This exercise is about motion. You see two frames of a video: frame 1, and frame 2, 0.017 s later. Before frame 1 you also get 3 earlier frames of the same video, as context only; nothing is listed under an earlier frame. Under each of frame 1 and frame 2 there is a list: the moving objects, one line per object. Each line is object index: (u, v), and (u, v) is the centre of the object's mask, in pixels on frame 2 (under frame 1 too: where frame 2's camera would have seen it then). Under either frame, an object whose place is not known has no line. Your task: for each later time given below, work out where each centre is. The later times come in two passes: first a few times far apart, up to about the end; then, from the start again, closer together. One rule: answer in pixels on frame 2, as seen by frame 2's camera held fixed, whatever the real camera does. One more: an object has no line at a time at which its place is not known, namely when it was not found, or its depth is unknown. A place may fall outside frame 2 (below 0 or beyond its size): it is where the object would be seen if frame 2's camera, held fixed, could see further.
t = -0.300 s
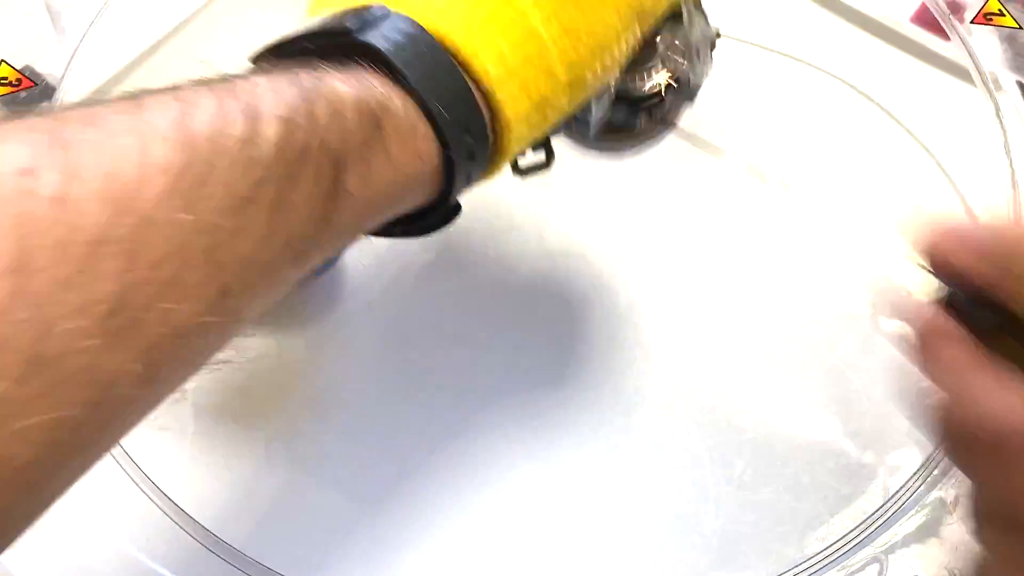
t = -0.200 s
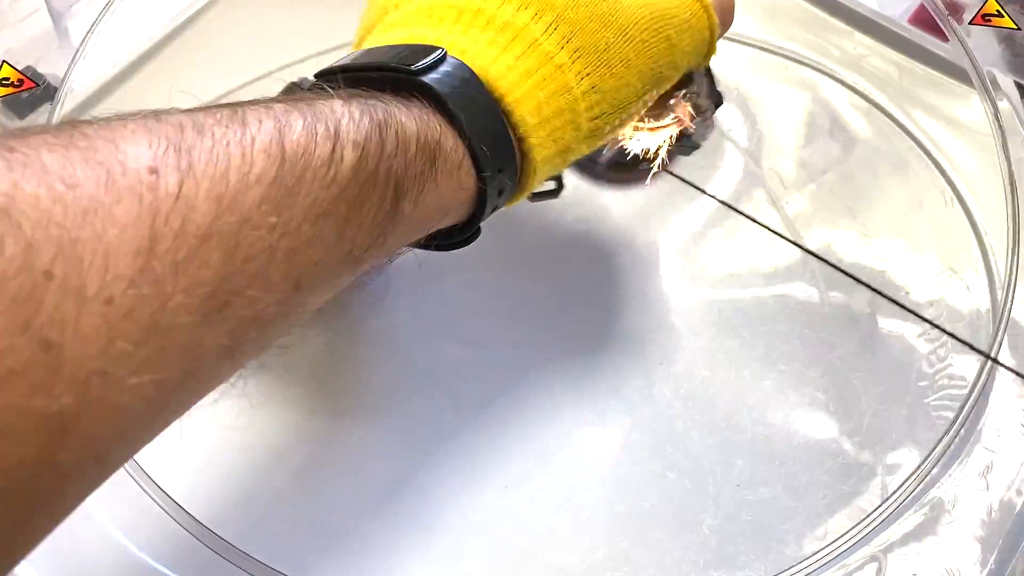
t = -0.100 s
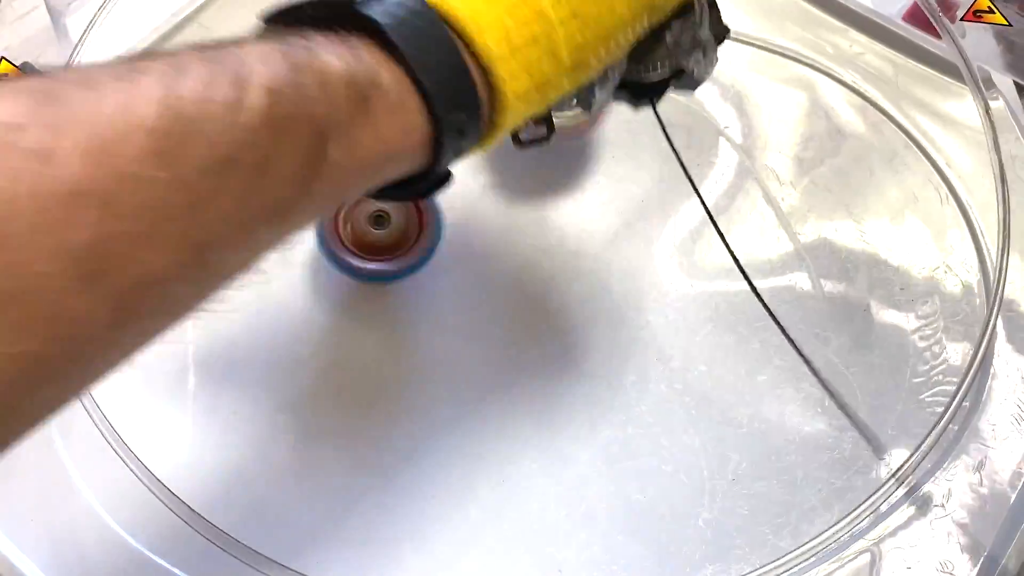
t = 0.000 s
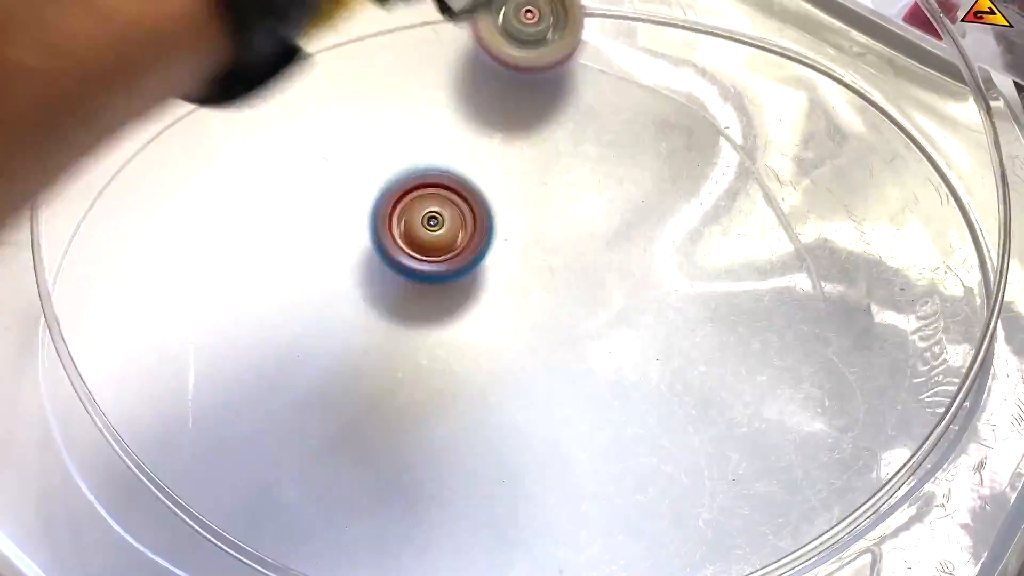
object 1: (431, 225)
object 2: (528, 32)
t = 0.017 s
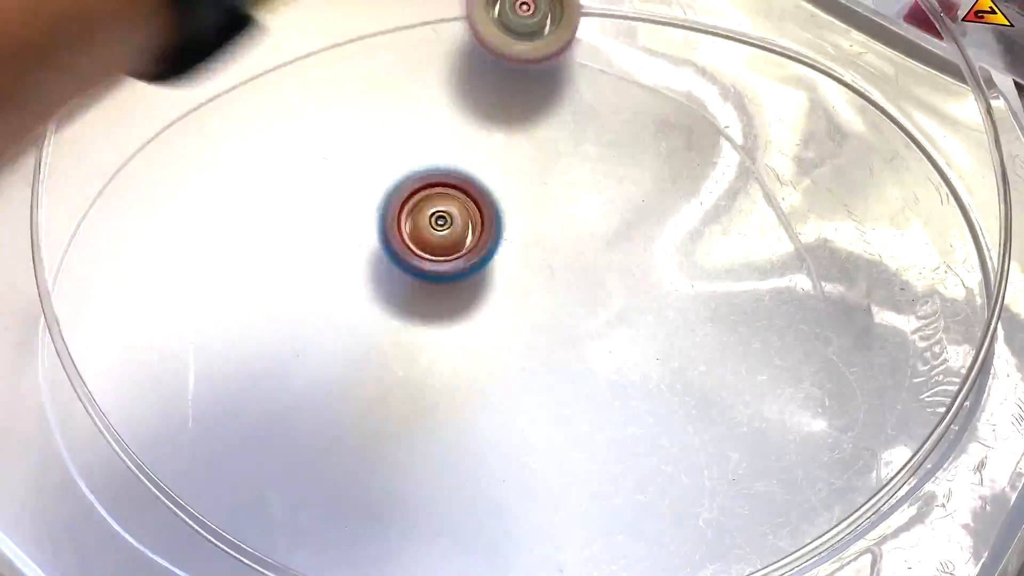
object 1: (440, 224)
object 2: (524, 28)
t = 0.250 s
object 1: (548, 216)
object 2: (477, 45)
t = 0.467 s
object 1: (642, 214)
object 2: (504, 163)
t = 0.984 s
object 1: (944, 208)
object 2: (808, 266)
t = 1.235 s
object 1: (987, 170)
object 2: (834, 171)
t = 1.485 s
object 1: (985, 164)
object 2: (722, 119)
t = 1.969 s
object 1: (884, 282)
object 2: (498, 430)
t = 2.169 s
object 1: (831, 336)
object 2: (603, 457)
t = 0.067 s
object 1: (464, 225)
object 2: (514, 21)
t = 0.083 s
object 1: (473, 225)
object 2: (511, 18)
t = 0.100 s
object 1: (481, 225)
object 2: (508, 17)
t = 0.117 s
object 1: (489, 225)
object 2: (504, 19)
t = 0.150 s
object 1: (505, 225)
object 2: (496, 23)
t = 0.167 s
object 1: (512, 224)
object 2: (492, 25)
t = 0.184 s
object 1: (520, 222)
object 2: (488, 29)
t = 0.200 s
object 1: (527, 221)
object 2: (485, 32)
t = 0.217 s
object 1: (534, 220)
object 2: (483, 36)
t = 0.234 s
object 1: (541, 217)
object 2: (480, 40)
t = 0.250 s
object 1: (548, 216)
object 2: (477, 45)
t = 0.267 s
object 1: (554, 214)
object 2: (476, 51)
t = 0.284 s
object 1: (561, 211)
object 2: (475, 59)
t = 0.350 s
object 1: (585, 204)
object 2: (479, 99)
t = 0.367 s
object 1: (590, 203)
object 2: (481, 111)
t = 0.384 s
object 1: (596, 201)
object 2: (486, 123)
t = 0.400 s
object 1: (604, 202)
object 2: (490, 133)
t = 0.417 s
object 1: (614, 206)
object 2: (492, 140)
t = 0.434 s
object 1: (623, 209)
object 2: (495, 149)
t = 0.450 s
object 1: (633, 211)
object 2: (500, 157)
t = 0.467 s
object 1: (642, 214)
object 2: (504, 163)
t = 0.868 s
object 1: (895, 224)
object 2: (718, 293)
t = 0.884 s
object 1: (904, 222)
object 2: (732, 291)
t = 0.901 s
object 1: (914, 220)
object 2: (748, 285)
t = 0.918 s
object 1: (922, 219)
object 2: (761, 283)
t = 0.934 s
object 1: (931, 216)
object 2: (774, 284)
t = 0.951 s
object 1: (937, 214)
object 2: (783, 285)
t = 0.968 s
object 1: (941, 210)
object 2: (797, 274)
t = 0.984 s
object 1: (944, 208)
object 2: (808, 266)
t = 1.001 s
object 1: (947, 205)
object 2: (819, 263)
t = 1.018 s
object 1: (949, 203)
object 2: (827, 261)
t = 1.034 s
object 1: (952, 200)
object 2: (837, 258)
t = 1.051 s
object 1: (956, 197)
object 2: (844, 249)
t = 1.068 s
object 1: (960, 193)
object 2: (844, 244)
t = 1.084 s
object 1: (972, 188)
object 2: (846, 238)
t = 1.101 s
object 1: (975, 188)
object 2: (847, 229)
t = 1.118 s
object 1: (978, 184)
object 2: (847, 224)
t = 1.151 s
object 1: (982, 179)
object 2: (846, 208)
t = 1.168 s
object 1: (984, 178)
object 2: (843, 202)
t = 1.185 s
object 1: (985, 176)
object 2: (843, 193)
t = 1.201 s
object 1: (985, 173)
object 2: (839, 186)
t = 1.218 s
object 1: (986, 171)
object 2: (838, 178)
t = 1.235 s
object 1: (987, 170)
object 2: (834, 171)
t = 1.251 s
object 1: (988, 169)
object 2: (831, 164)
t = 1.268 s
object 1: (988, 168)
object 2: (827, 158)
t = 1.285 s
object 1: (989, 167)
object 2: (823, 151)
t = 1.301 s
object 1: (989, 166)
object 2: (817, 145)
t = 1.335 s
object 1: (989, 163)
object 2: (804, 134)
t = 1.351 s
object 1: (989, 163)
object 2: (797, 129)
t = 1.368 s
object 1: (989, 162)
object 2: (790, 126)
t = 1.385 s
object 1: (989, 162)
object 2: (782, 123)
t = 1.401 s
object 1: (988, 162)
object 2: (774, 120)
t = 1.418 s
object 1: (988, 162)
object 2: (764, 118)
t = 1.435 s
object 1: (987, 162)
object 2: (755, 117)
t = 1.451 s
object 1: (987, 163)
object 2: (744, 116)
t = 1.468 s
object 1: (986, 164)
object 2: (733, 117)
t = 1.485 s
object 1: (985, 164)
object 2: (722, 119)
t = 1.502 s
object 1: (984, 166)
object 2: (711, 120)
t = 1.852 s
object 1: (913, 245)
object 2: (490, 349)
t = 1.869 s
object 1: (909, 250)
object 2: (488, 367)
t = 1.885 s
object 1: (904, 256)
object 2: (485, 380)
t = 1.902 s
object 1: (900, 260)
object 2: (489, 387)
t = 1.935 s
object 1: (893, 271)
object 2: (491, 413)
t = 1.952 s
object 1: (889, 277)
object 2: (494, 425)
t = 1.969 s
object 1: (884, 282)
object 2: (498, 430)
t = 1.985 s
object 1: (880, 286)
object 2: (504, 436)
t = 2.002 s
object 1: (875, 291)
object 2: (508, 446)
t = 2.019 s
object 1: (872, 295)
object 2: (513, 454)
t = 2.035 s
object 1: (868, 300)
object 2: (521, 456)
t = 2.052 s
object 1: (864, 304)
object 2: (527, 458)
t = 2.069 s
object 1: (859, 309)
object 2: (537, 464)
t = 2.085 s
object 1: (855, 313)
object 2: (545, 465)
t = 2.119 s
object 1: (848, 322)
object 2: (569, 461)
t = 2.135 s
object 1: (843, 327)
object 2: (578, 463)
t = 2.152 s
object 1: (838, 331)
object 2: (591, 462)
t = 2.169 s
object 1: (831, 336)
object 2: (603, 457)
